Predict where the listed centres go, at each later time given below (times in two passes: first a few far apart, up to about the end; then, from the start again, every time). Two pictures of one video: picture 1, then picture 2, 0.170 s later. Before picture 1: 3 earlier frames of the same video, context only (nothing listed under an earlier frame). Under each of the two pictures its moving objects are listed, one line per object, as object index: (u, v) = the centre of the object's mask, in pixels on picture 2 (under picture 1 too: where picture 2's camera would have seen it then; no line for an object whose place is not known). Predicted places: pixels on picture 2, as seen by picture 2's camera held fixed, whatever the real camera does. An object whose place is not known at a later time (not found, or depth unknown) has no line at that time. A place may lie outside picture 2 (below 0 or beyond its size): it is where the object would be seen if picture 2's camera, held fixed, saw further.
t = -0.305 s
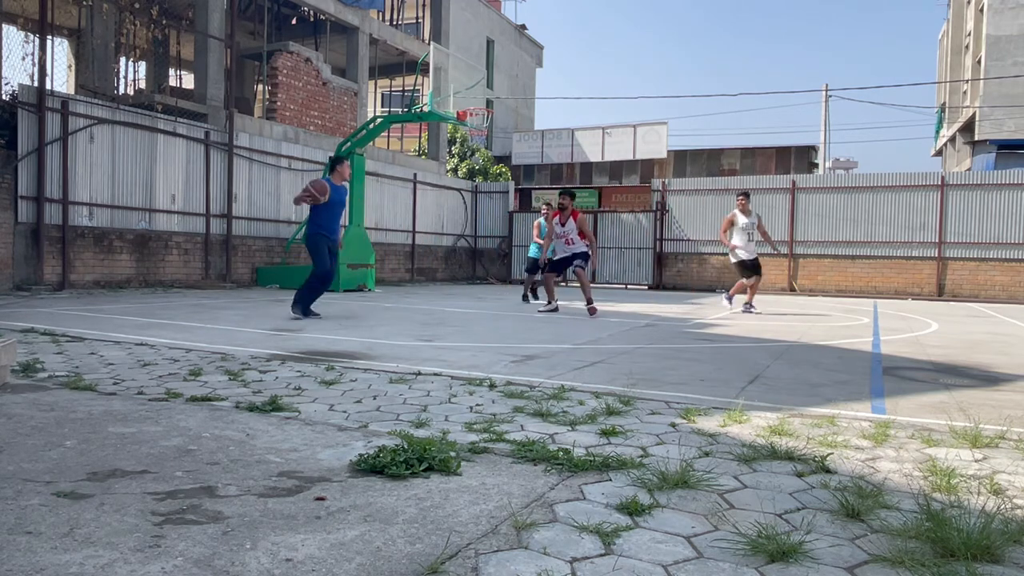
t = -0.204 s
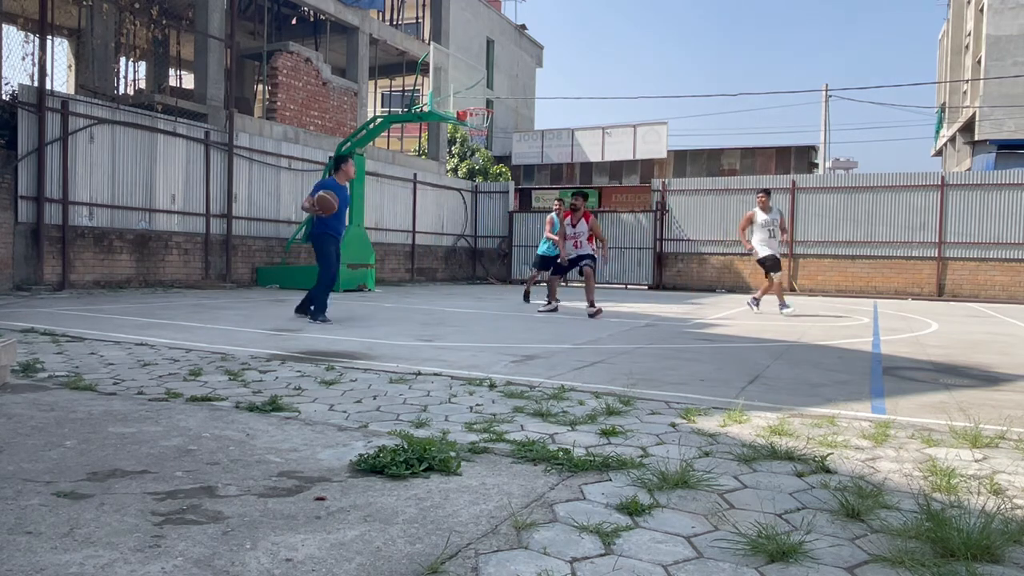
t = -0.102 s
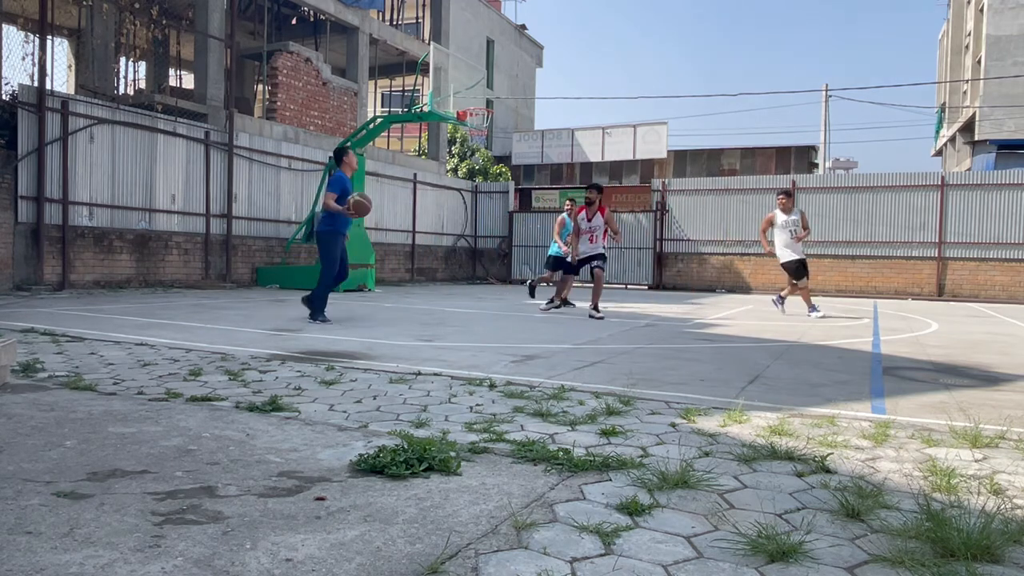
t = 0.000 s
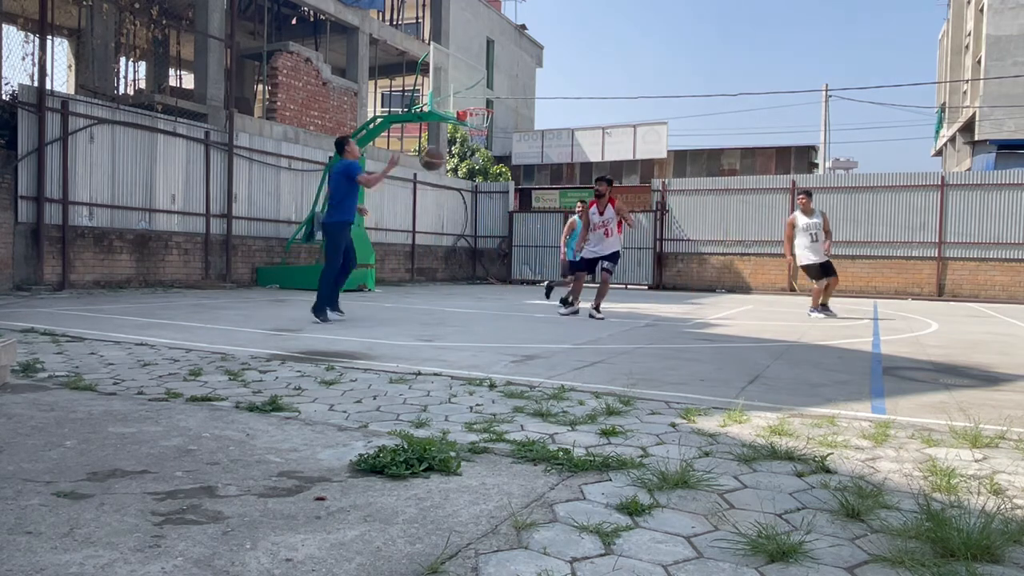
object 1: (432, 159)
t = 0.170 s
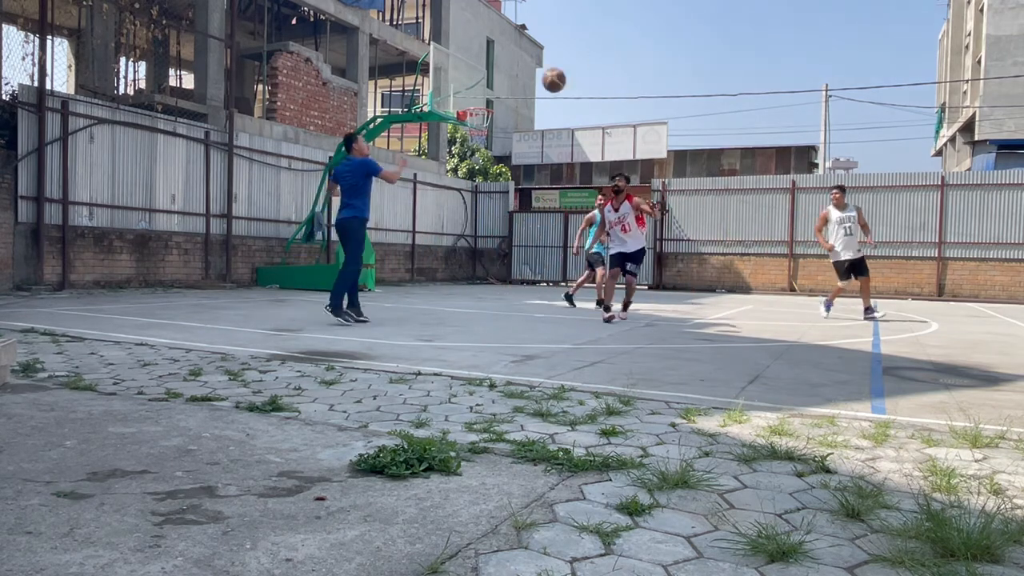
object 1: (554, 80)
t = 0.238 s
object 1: (600, 57)
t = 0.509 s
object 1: (776, 18)
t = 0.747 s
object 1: (914, 41)
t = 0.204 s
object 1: (577, 68)
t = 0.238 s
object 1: (600, 57)
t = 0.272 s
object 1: (623, 49)
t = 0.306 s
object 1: (646, 41)
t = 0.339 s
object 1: (669, 34)
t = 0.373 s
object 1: (691, 29)
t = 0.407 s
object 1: (712, 24)
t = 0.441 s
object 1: (734, 21)
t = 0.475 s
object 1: (755, 19)
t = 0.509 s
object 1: (776, 18)
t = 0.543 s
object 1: (796, 18)
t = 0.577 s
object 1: (816, 19)
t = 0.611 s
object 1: (837, 21)
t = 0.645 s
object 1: (856, 25)
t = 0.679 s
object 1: (876, 30)
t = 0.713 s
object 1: (895, 35)
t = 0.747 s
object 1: (914, 41)
